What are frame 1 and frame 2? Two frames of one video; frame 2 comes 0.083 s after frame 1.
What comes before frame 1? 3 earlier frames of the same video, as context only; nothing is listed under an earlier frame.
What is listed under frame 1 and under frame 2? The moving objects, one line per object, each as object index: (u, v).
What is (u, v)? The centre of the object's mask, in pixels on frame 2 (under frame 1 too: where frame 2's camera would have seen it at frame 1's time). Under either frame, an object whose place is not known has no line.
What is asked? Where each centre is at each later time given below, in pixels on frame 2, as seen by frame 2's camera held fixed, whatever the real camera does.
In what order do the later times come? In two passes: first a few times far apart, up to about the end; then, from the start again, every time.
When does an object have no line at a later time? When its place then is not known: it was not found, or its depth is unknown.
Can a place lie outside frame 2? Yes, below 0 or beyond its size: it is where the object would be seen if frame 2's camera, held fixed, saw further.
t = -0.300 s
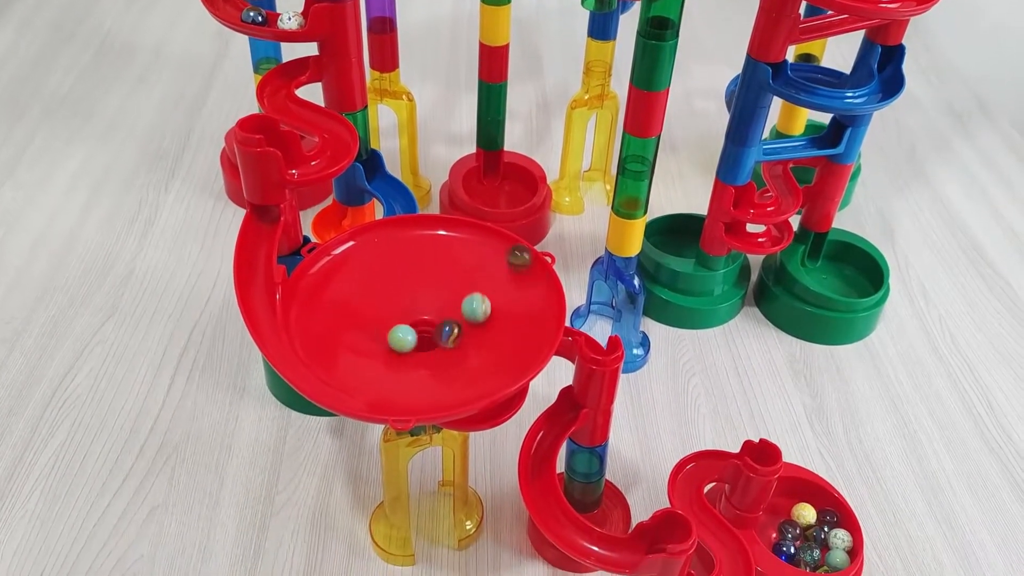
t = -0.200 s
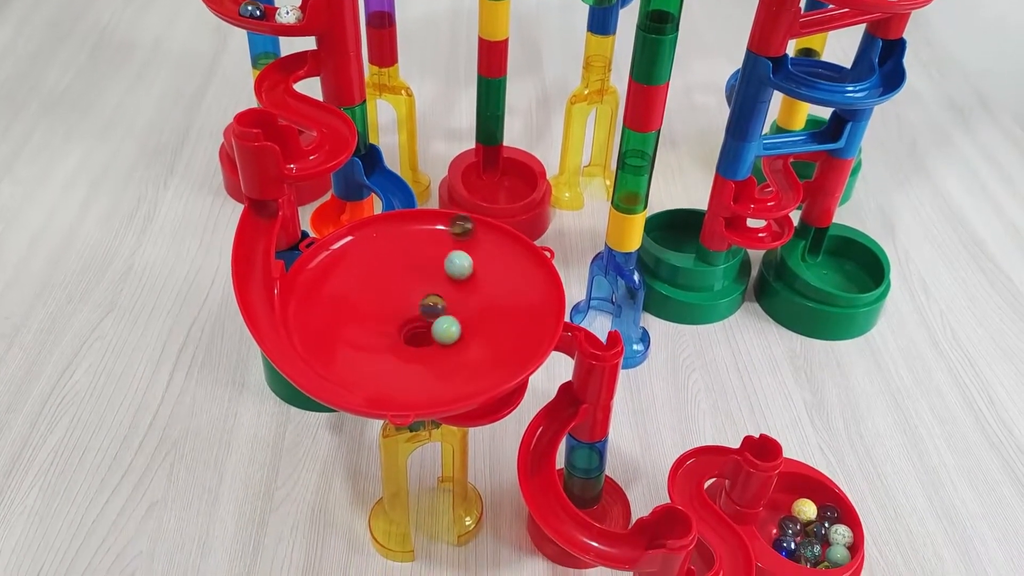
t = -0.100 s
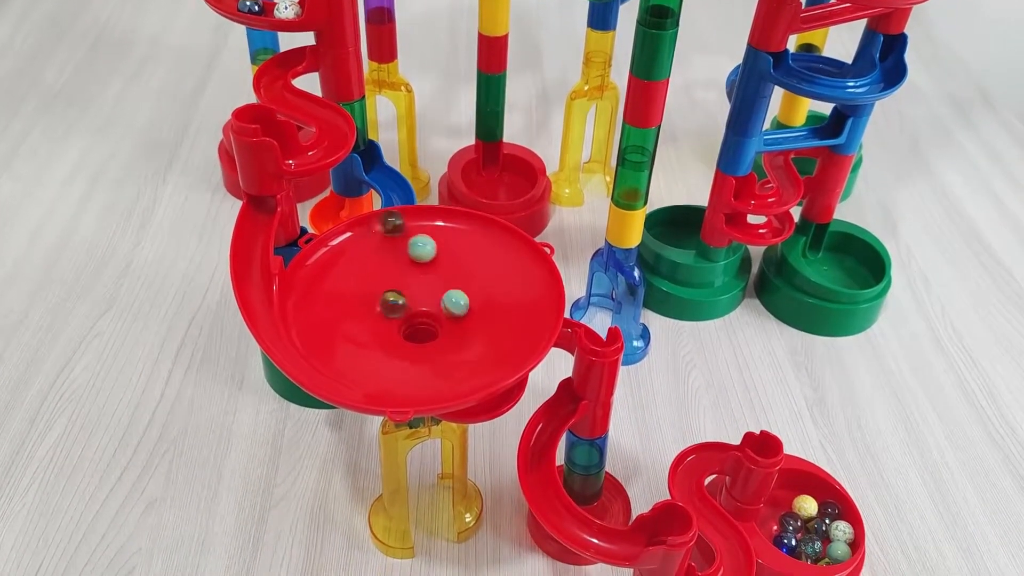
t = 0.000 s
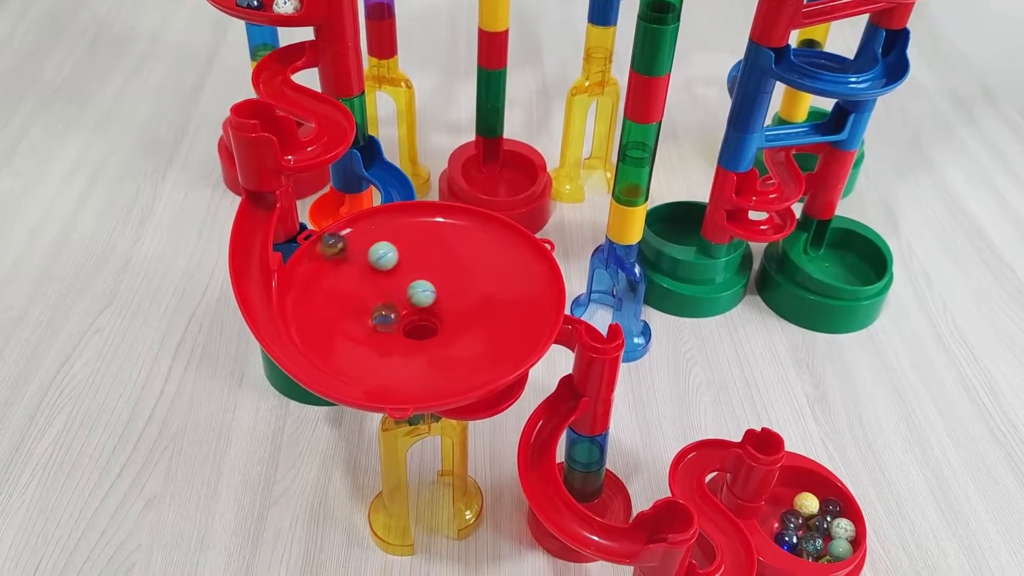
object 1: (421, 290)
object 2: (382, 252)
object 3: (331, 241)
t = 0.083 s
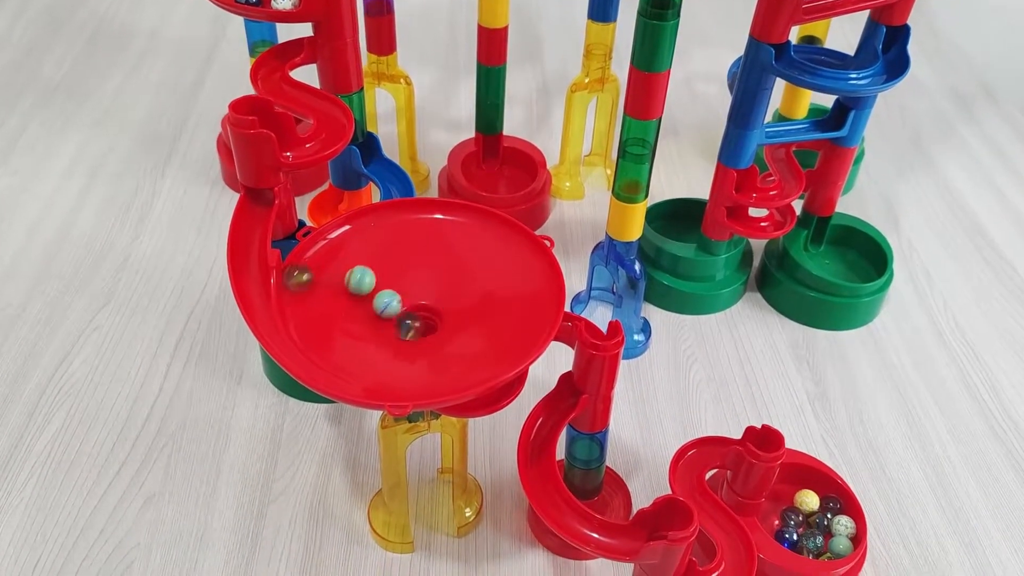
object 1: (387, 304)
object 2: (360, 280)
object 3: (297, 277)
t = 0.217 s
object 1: (410, 332)
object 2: (365, 328)
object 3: (316, 346)
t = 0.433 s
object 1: (437, 293)
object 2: (457, 336)
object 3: (462, 378)
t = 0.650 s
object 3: (524, 304)
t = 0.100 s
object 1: (384, 307)
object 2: (358, 287)
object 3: (294, 287)
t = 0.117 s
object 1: (383, 311)
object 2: (357, 294)
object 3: (294, 295)
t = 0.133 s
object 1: (384, 316)
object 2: (356, 300)
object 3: (295, 304)
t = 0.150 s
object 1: (388, 320)
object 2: (355, 306)
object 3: (296, 312)
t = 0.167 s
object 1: (392, 324)
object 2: (356, 312)
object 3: (299, 321)
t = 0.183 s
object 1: (397, 328)
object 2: (358, 318)
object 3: (303, 329)
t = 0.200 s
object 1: (403, 330)
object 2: (361, 323)
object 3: (309, 338)
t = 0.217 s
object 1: (410, 332)
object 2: (365, 328)
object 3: (316, 346)
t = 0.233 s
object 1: (417, 333)
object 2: (369, 333)
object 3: (325, 352)
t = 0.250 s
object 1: (423, 332)
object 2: (375, 337)
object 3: (333, 359)
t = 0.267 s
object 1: (430, 331)
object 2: (381, 341)
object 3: (345, 365)
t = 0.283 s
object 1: (436, 329)
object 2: (388, 344)
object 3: (355, 370)
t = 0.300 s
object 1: (441, 326)
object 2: (396, 346)
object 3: (368, 373)
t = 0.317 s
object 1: (445, 323)
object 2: (404, 347)
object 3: (380, 376)
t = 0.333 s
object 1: (449, 319)
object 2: (413, 348)
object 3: (392, 379)
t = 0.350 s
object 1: (450, 314)
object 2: (421, 347)
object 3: (405, 381)
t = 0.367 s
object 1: (451, 310)
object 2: (429, 347)
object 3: (417, 383)
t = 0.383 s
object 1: (449, 306)
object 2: (436, 345)
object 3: (429, 384)
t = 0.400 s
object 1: (447, 302)
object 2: (444, 343)
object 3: (440, 383)
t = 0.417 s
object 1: (443, 297)
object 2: (451, 340)
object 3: (452, 381)
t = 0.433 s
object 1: (437, 293)
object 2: (457, 336)
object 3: (462, 378)
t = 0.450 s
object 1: (431, 291)
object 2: (462, 332)
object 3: (471, 374)
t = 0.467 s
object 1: (424, 288)
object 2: (466, 327)
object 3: (481, 371)
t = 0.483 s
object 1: (417, 287)
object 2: (469, 322)
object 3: (489, 367)
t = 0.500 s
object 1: (409, 287)
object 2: (471, 317)
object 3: (497, 363)
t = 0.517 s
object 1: (402, 287)
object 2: (472, 311)
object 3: (503, 357)
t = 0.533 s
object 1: (396, 288)
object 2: (471, 306)
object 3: (509, 352)
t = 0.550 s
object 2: (470, 301)
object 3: (513, 346)
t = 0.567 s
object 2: (467, 295)
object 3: (517, 338)
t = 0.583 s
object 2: (462, 290)
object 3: (520, 332)
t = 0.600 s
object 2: (457, 285)
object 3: (523, 325)
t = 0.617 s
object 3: (524, 318)
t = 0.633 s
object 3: (525, 311)
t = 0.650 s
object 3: (524, 304)
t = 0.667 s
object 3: (523, 298)
